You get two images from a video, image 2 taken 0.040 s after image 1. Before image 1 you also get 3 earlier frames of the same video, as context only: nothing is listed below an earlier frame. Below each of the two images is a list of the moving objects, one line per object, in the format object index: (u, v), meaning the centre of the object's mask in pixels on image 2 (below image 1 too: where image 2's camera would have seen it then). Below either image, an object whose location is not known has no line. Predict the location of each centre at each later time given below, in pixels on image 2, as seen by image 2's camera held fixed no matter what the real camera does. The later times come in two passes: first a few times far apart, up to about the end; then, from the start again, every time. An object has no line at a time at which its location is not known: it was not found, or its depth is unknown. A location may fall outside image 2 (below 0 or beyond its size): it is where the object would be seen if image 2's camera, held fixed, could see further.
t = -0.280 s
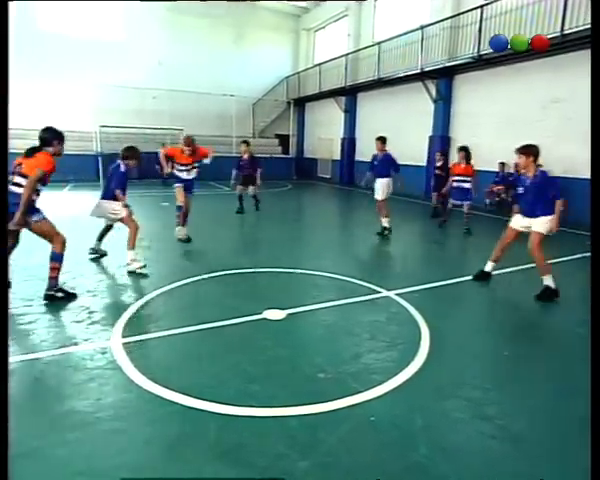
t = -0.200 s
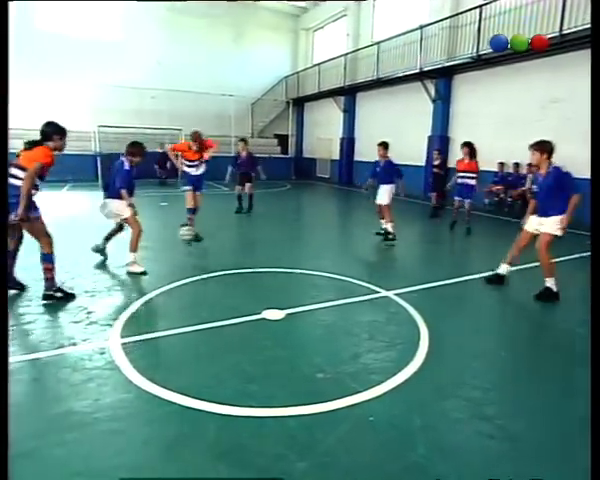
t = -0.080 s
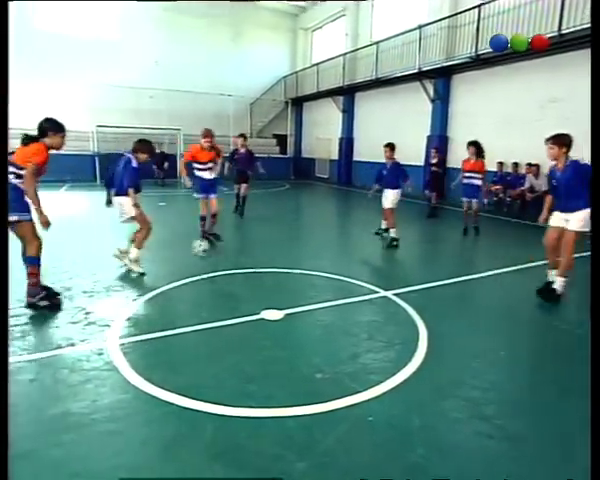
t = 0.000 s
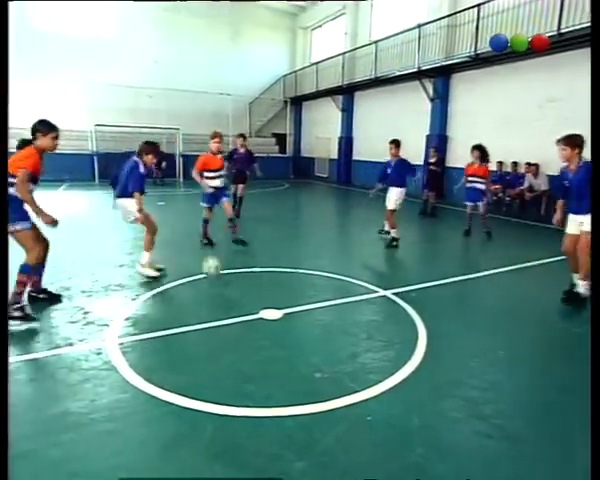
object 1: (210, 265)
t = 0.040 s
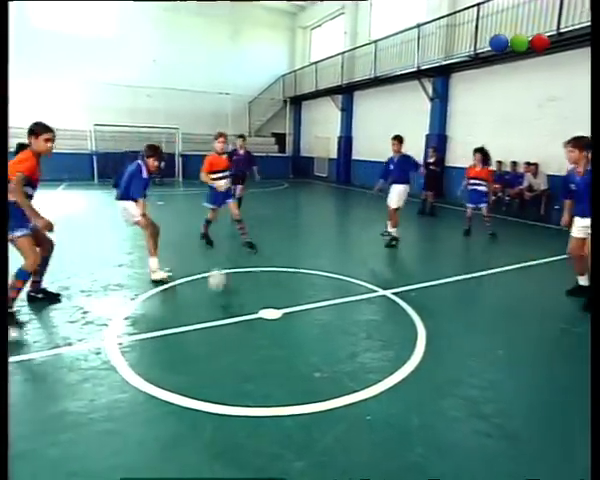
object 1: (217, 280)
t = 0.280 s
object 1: (262, 335)
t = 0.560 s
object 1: (341, 424)
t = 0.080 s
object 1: (226, 295)
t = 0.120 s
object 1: (232, 297)
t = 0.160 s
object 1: (238, 303)
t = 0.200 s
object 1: (246, 310)
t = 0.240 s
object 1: (253, 321)
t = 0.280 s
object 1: (262, 335)
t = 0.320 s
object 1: (272, 352)
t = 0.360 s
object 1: (282, 358)
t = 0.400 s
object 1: (290, 368)
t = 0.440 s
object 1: (301, 379)
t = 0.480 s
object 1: (314, 395)
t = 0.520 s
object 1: (327, 410)
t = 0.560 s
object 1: (341, 424)
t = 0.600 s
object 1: (356, 438)
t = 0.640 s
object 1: (376, 456)
